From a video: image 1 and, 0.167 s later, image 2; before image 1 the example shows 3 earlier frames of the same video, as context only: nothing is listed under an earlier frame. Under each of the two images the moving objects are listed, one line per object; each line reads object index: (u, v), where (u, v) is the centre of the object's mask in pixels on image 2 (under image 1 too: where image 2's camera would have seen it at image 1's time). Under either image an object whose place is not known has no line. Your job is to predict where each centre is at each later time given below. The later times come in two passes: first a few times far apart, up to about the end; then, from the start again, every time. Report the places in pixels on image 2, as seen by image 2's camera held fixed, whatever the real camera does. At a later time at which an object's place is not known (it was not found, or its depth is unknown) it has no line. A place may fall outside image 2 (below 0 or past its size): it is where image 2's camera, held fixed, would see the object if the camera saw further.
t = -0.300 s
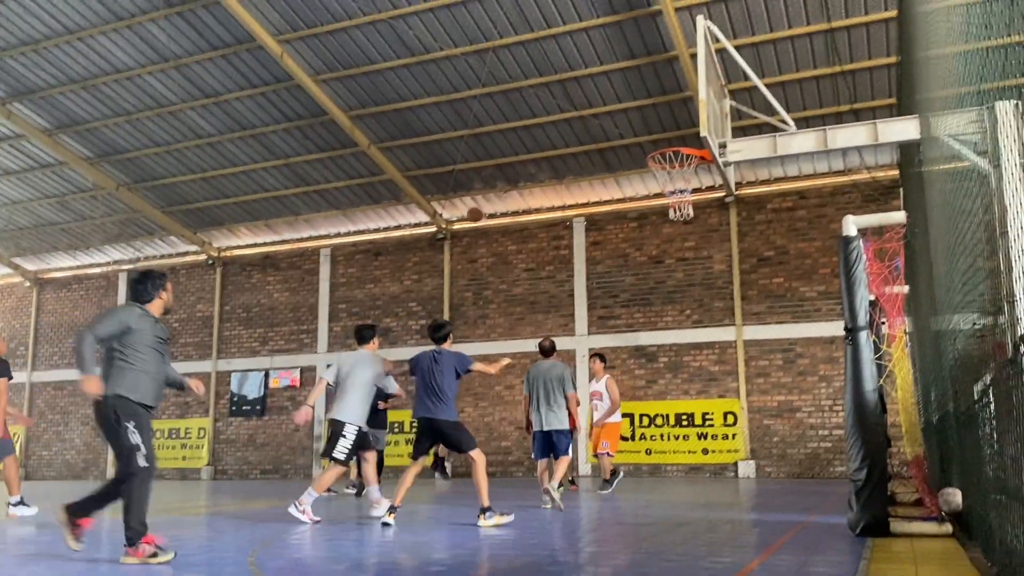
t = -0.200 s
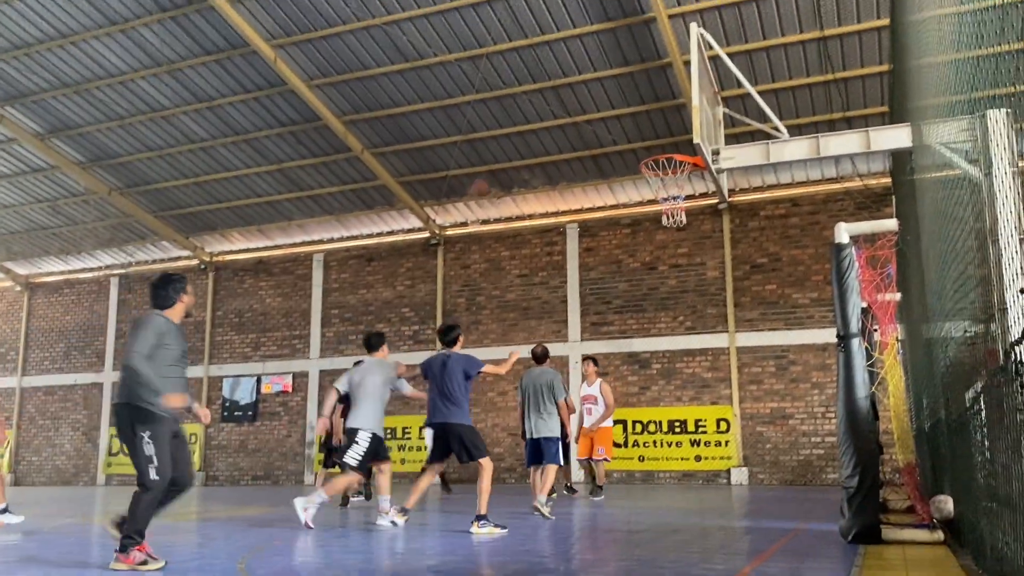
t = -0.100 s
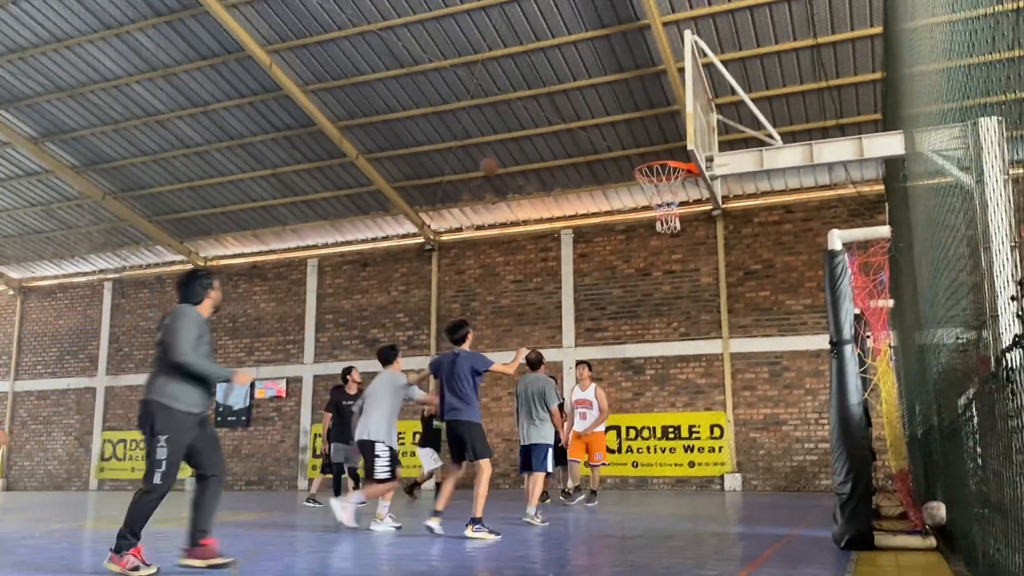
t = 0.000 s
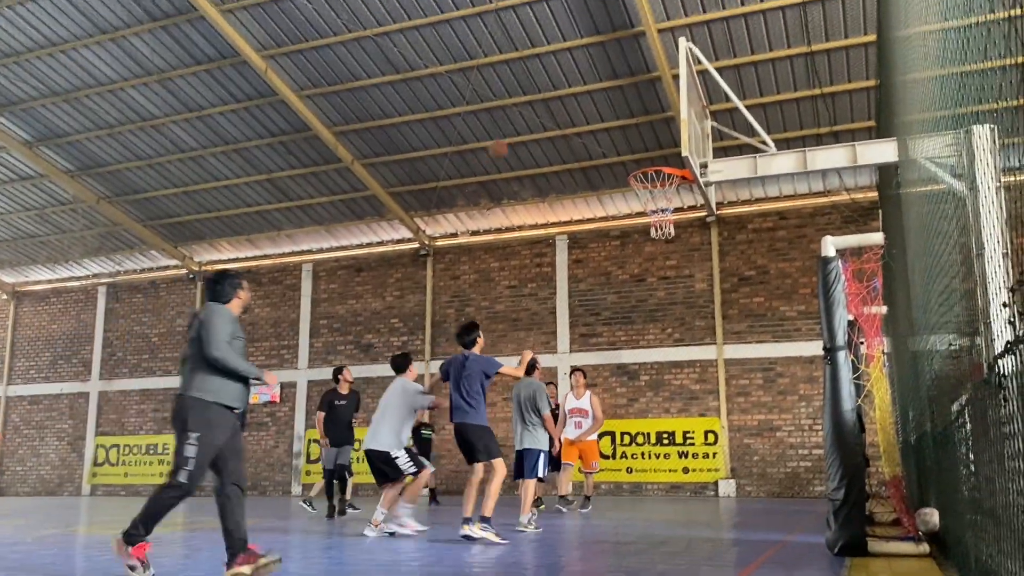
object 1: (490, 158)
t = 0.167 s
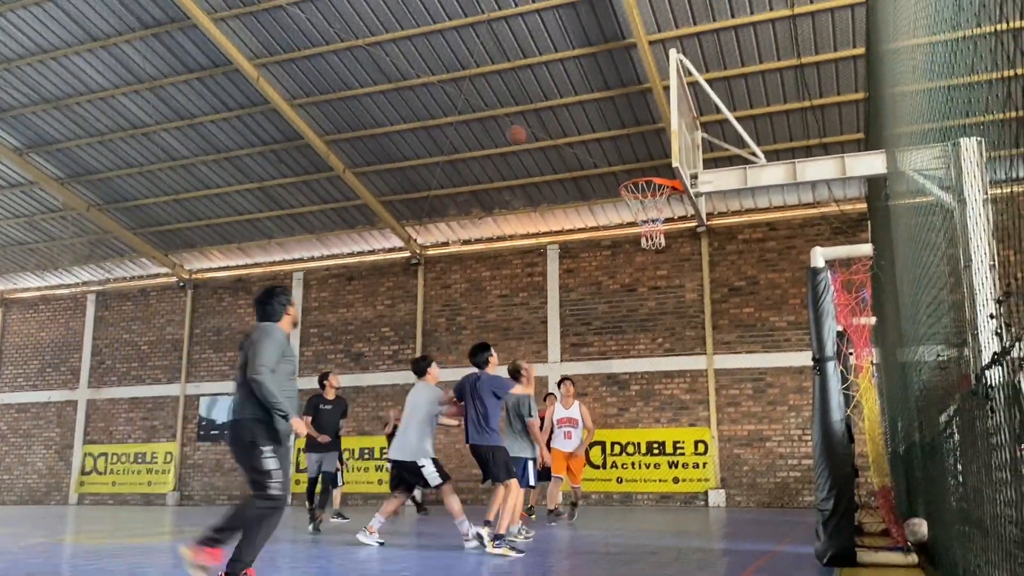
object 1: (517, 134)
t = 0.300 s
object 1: (540, 129)
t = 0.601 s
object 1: (608, 172)
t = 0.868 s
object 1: (539, 198)
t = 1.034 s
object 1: (484, 239)
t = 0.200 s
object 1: (523, 132)
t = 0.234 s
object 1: (528, 130)
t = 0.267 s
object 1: (535, 129)
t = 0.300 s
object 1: (540, 129)
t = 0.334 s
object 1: (547, 129)
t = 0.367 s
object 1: (553, 131)
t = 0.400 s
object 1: (560, 133)
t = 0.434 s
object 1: (568, 137)
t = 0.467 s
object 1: (575, 142)
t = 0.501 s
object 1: (583, 148)
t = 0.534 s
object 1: (590, 155)
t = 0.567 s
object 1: (599, 163)
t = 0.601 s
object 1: (608, 172)
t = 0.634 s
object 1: (615, 184)
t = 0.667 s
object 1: (606, 183)
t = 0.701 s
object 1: (594, 183)
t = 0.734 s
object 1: (584, 184)
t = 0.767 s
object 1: (573, 185)
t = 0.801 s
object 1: (562, 188)
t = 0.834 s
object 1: (550, 193)
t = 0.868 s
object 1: (539, 198)
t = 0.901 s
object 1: (528, 203)
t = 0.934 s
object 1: (517, 210)
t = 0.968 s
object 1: (506, 218)
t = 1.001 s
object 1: (495, 229)
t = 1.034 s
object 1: (484, 239)
